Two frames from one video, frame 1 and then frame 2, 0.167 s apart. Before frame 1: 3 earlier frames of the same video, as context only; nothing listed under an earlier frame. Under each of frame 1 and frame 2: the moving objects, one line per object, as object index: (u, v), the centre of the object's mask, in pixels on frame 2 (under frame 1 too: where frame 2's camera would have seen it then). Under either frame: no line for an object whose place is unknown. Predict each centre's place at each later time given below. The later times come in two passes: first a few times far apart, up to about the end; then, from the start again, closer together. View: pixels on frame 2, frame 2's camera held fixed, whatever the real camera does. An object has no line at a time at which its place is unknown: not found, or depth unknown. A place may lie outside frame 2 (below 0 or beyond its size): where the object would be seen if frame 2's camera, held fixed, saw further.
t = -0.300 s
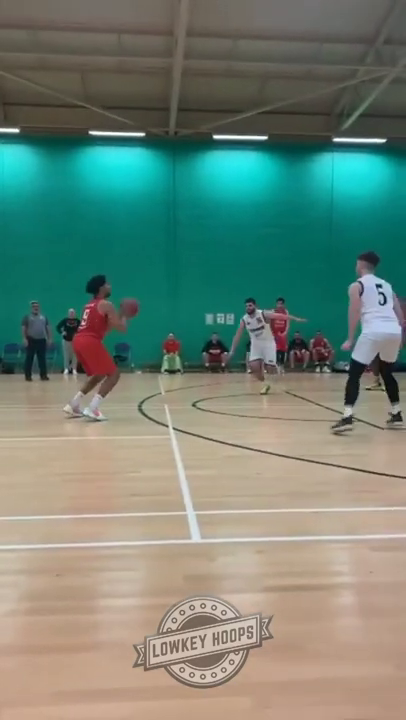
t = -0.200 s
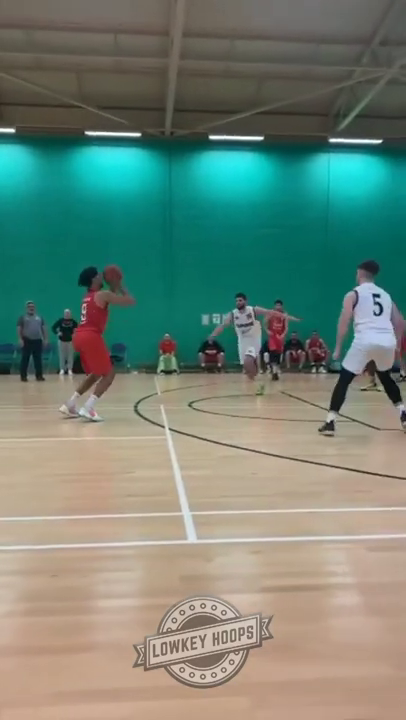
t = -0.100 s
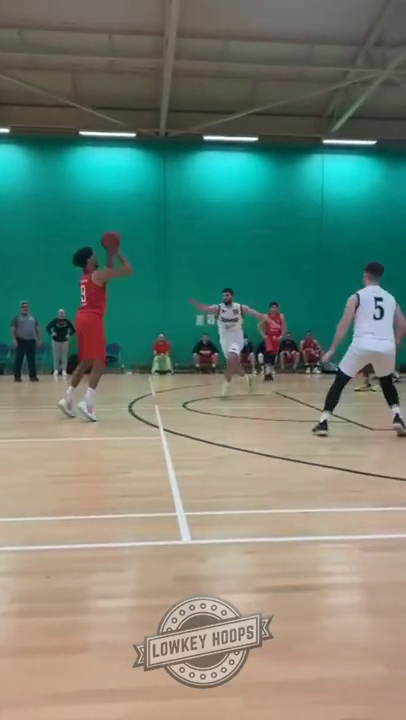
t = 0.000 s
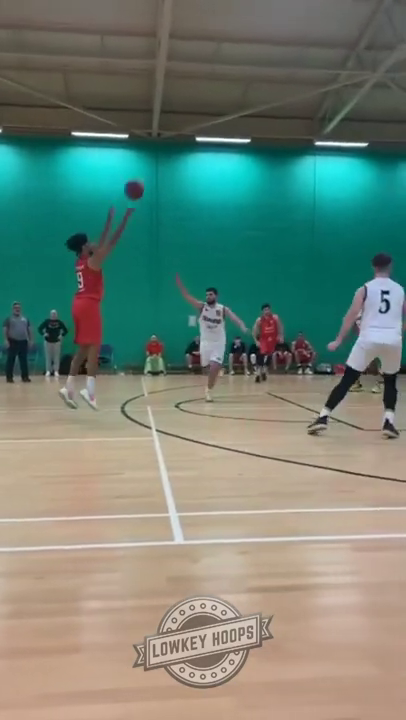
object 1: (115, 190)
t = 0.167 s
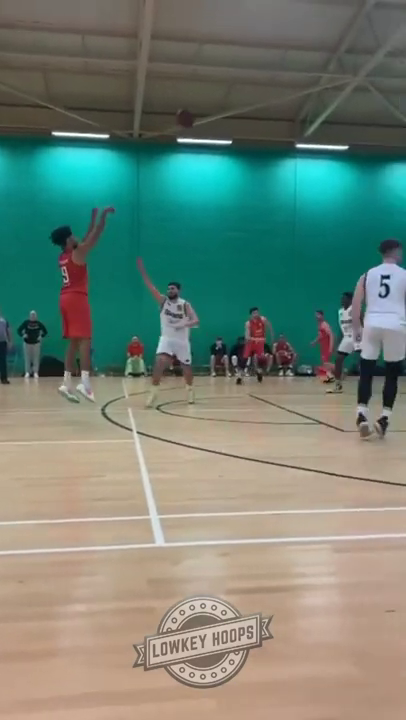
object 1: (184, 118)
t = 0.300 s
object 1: (239, 79)
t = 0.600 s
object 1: (343, 43)
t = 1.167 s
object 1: (511, 149)
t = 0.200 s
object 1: (200, 107)
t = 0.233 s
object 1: (212, 97)
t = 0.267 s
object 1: (225, 88)
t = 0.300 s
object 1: (239, 79)
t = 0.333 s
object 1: (251, 71)
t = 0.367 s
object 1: (263, 64)
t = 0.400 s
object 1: (276, 59)
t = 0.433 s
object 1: (287, 54)
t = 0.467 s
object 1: (300, 50)
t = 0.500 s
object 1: (311, 47)
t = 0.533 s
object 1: (322, 45)
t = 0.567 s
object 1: (332, 44)
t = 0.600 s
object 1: (343, 43)
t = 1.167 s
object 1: (511, 149)
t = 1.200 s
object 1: (519, 161)
